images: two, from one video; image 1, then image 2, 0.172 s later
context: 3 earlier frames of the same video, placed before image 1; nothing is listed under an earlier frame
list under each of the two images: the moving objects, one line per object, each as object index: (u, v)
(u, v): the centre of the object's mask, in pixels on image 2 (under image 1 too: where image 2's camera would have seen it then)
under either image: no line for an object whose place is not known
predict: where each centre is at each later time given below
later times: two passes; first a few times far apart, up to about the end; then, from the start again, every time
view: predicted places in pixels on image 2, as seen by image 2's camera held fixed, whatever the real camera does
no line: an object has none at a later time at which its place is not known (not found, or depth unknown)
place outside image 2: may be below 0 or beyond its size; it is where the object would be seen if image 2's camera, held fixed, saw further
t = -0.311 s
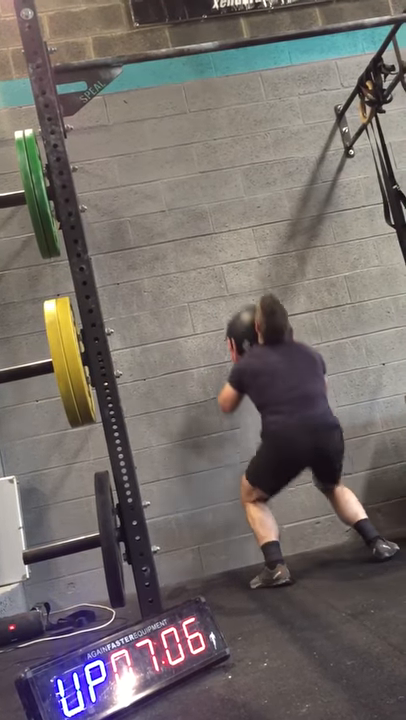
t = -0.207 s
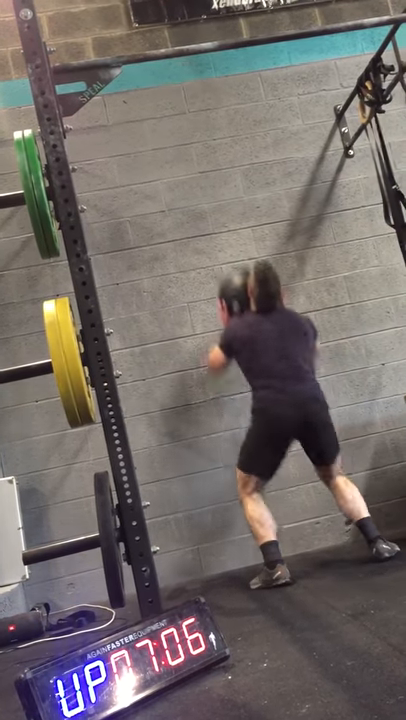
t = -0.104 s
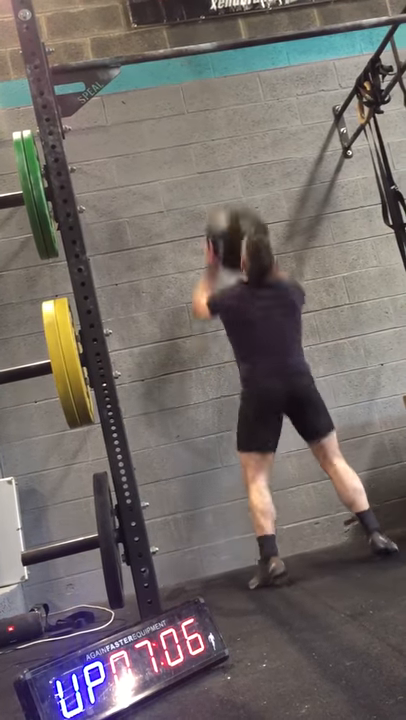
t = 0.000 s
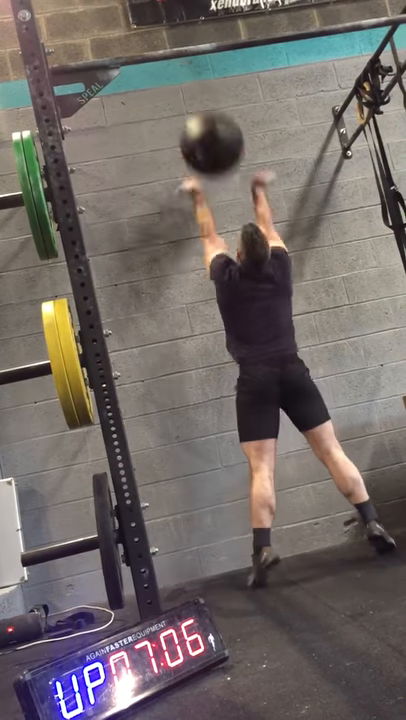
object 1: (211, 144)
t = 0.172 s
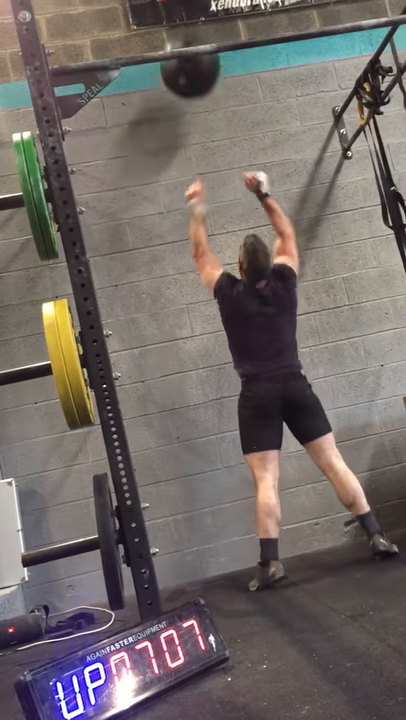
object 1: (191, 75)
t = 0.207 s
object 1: (186, 58)
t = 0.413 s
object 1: (177, 27)
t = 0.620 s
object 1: (186, 57)
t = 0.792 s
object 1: (204, 113)
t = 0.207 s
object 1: (186, 58)
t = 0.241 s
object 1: (183, 47)
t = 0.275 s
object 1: (181, 38)
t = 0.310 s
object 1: (179, 28)
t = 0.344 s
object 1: (178, 27)
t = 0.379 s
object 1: (177, 26)
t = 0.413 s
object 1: (177, 27)
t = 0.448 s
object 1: (177, 28)
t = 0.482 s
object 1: (177, 29)
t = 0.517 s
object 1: (179, 36)
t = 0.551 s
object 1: (181, 39)
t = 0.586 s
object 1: (183, 46)
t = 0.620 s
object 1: (186, 57)
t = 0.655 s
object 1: (189, 66)
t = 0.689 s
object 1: (193, 79)
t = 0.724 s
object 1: (196, 86)
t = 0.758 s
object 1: (200, 99)
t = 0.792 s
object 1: (204, 113)
